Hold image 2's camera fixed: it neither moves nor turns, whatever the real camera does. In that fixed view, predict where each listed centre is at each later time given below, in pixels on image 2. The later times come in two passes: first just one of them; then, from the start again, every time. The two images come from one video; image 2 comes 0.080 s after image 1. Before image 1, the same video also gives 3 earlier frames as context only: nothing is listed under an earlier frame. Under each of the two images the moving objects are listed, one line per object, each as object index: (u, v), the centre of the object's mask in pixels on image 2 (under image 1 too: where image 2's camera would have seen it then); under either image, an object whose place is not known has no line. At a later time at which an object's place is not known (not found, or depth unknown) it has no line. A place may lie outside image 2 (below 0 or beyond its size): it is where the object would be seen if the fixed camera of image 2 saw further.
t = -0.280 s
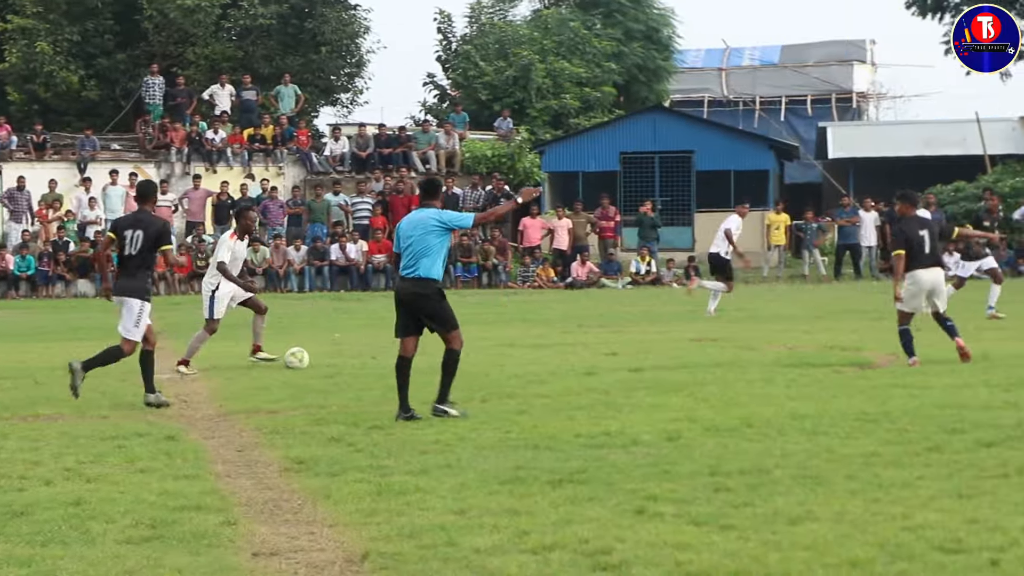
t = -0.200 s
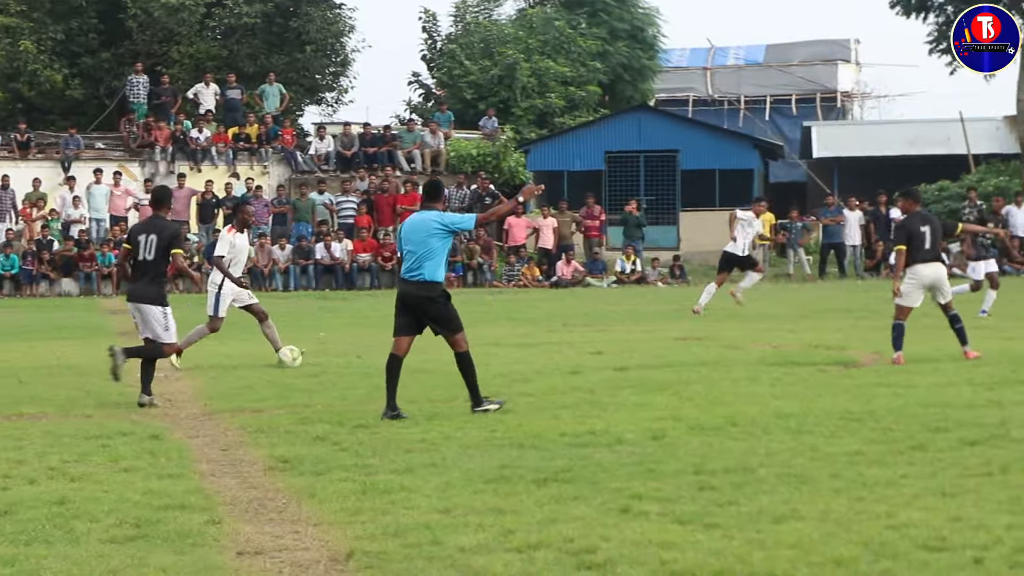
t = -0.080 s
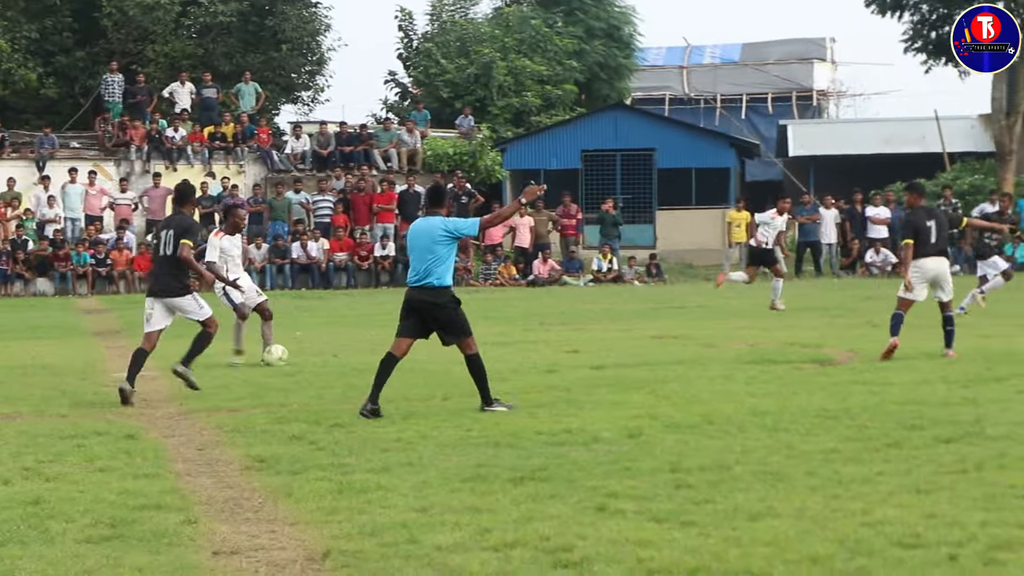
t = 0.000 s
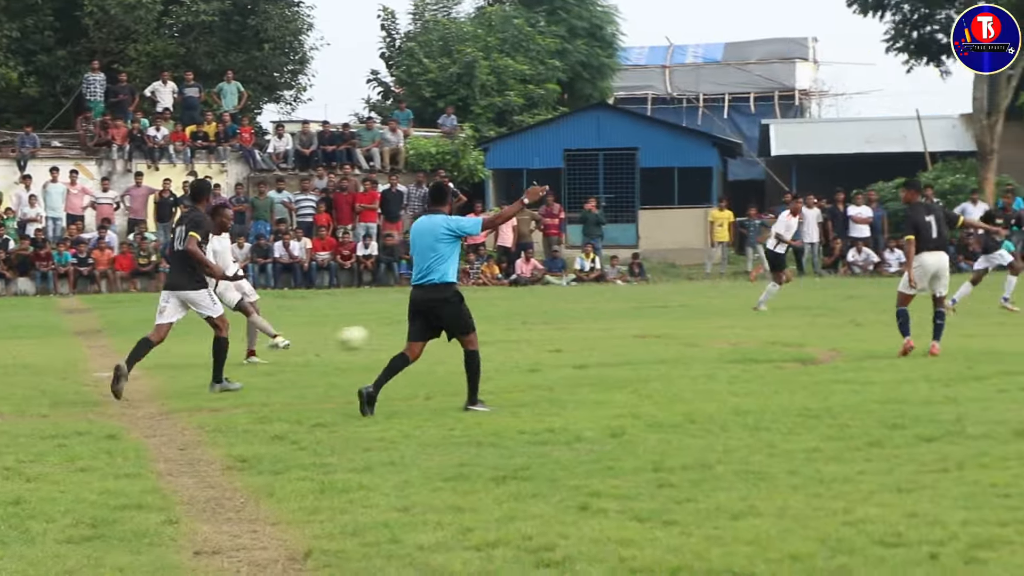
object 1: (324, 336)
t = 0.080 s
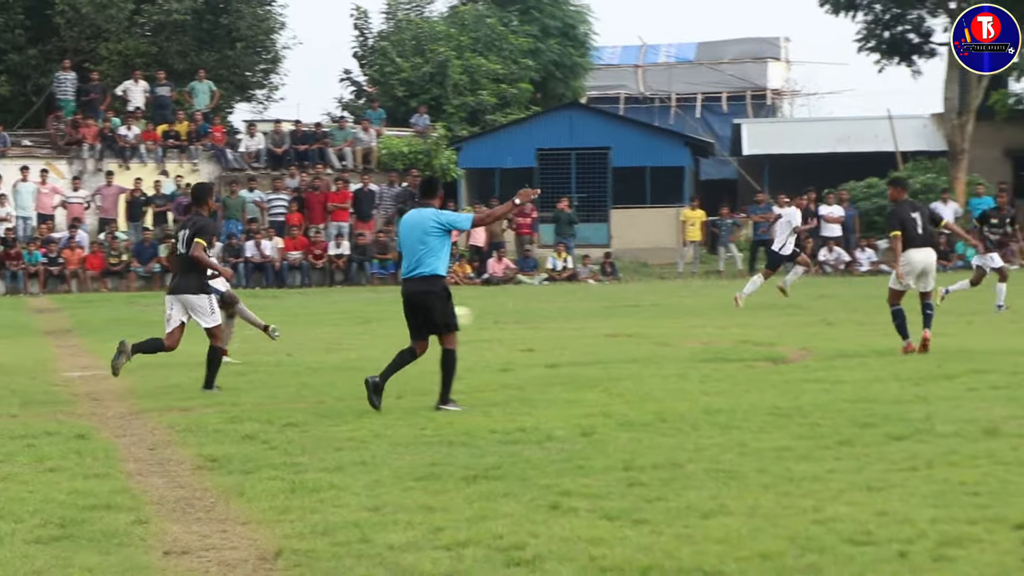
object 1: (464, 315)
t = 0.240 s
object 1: (732, 296)
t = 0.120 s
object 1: (524, 310)
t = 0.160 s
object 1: (592, 303)
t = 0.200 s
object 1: (661, 299)
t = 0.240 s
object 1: (732, 296)
